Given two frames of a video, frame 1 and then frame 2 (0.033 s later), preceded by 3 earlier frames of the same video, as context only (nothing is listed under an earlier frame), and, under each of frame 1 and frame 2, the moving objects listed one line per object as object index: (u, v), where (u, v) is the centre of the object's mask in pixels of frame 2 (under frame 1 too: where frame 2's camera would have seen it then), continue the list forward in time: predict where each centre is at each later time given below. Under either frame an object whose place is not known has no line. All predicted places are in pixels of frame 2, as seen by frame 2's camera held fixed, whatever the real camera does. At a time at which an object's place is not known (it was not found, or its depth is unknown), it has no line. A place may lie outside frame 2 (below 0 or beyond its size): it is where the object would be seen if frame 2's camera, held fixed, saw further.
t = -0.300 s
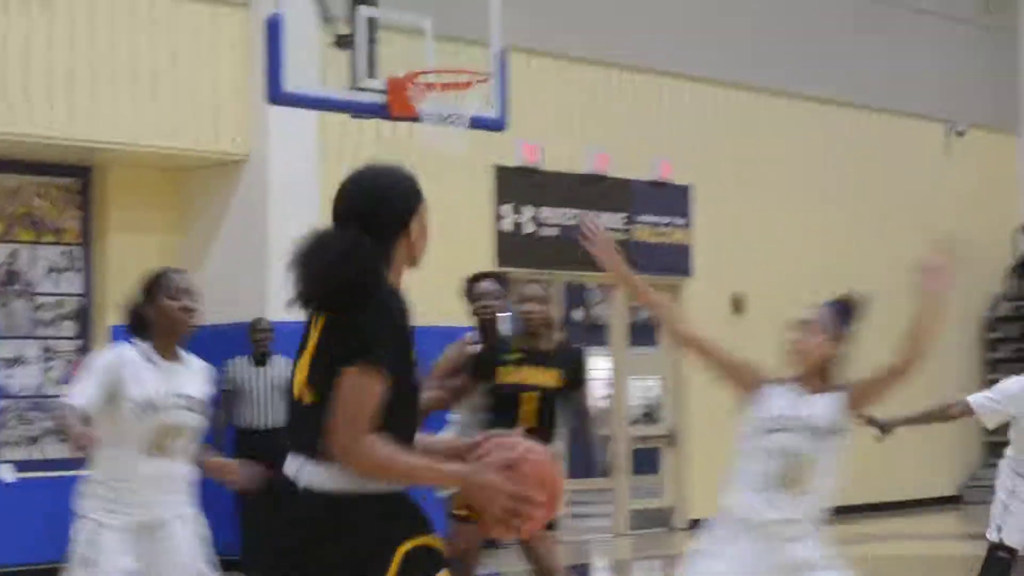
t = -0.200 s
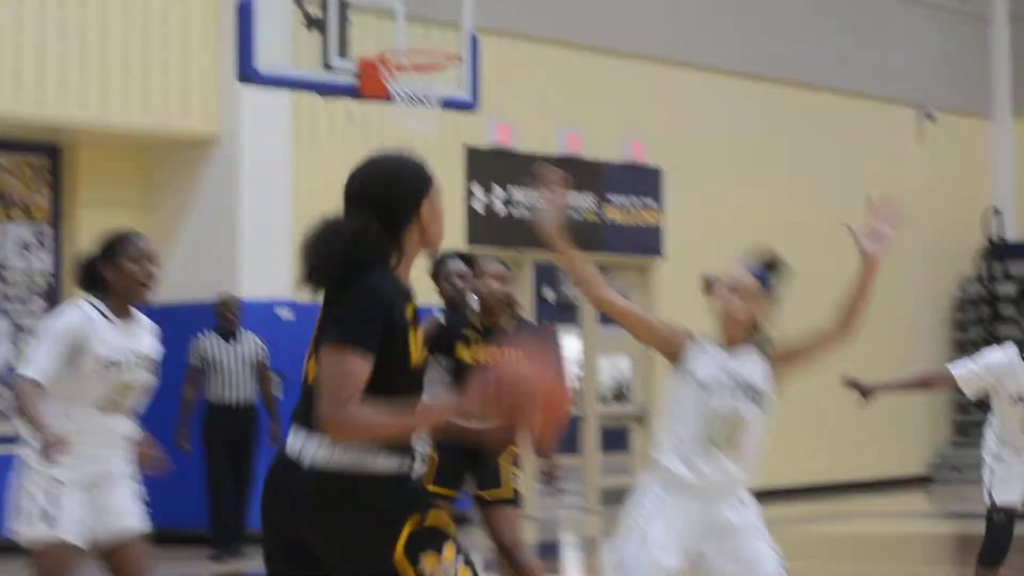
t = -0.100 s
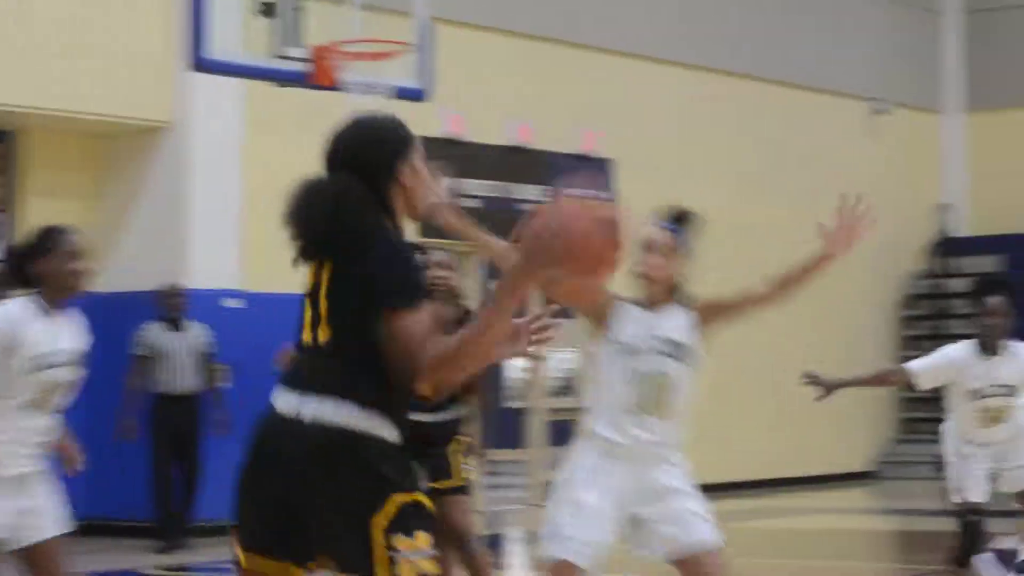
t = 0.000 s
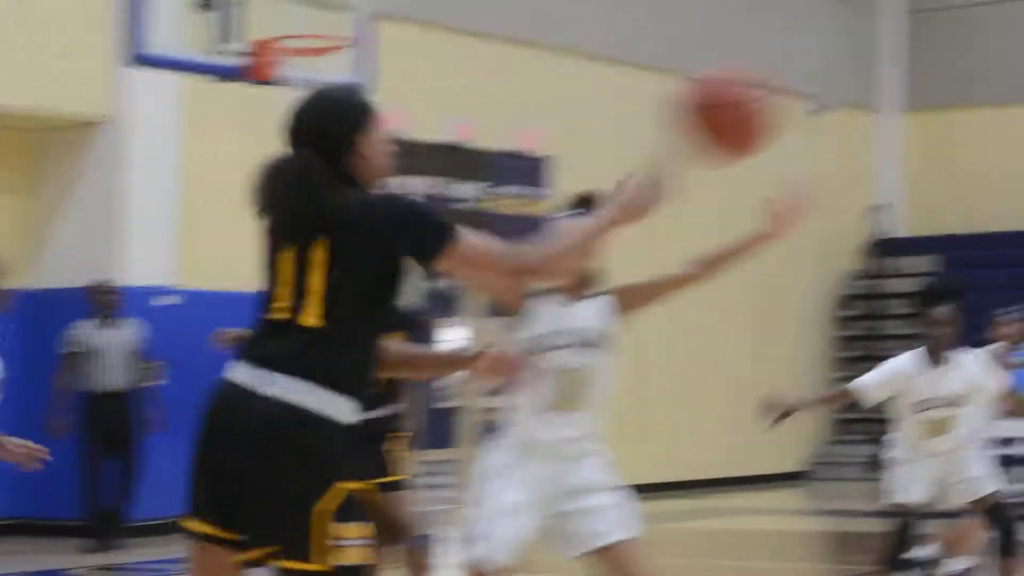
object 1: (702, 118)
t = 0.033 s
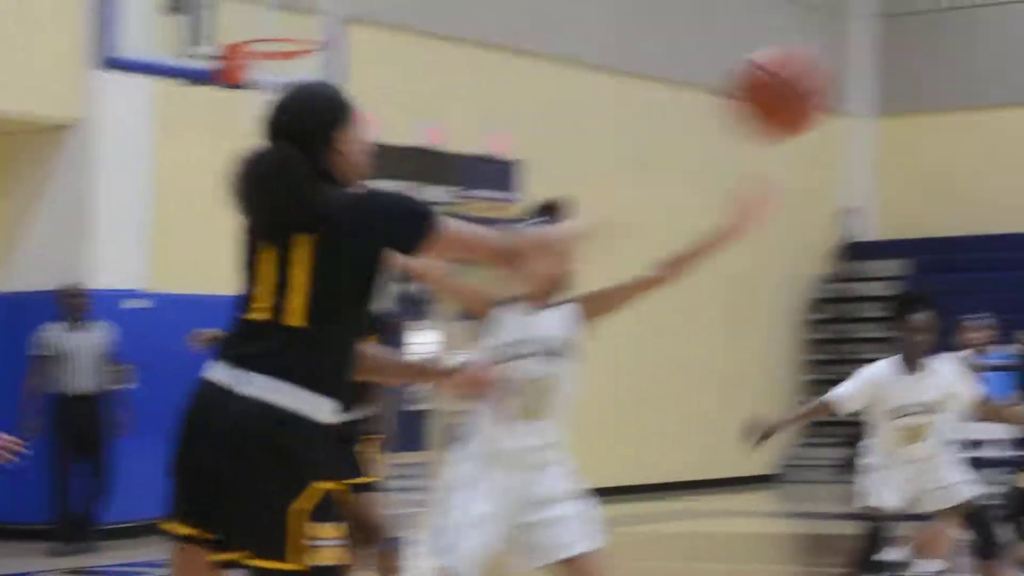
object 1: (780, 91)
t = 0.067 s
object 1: (856, 72)
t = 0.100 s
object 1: (929, 59)
